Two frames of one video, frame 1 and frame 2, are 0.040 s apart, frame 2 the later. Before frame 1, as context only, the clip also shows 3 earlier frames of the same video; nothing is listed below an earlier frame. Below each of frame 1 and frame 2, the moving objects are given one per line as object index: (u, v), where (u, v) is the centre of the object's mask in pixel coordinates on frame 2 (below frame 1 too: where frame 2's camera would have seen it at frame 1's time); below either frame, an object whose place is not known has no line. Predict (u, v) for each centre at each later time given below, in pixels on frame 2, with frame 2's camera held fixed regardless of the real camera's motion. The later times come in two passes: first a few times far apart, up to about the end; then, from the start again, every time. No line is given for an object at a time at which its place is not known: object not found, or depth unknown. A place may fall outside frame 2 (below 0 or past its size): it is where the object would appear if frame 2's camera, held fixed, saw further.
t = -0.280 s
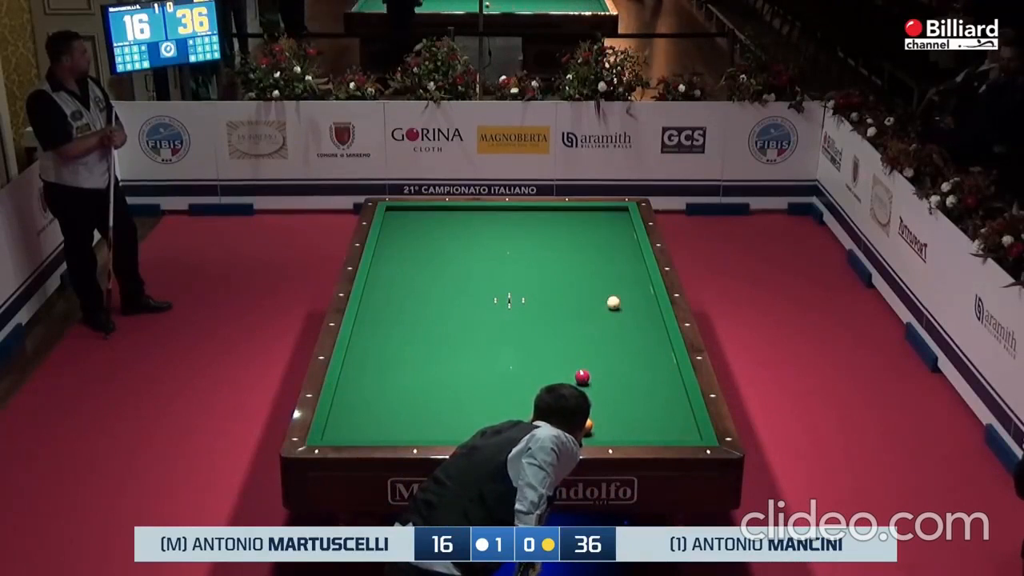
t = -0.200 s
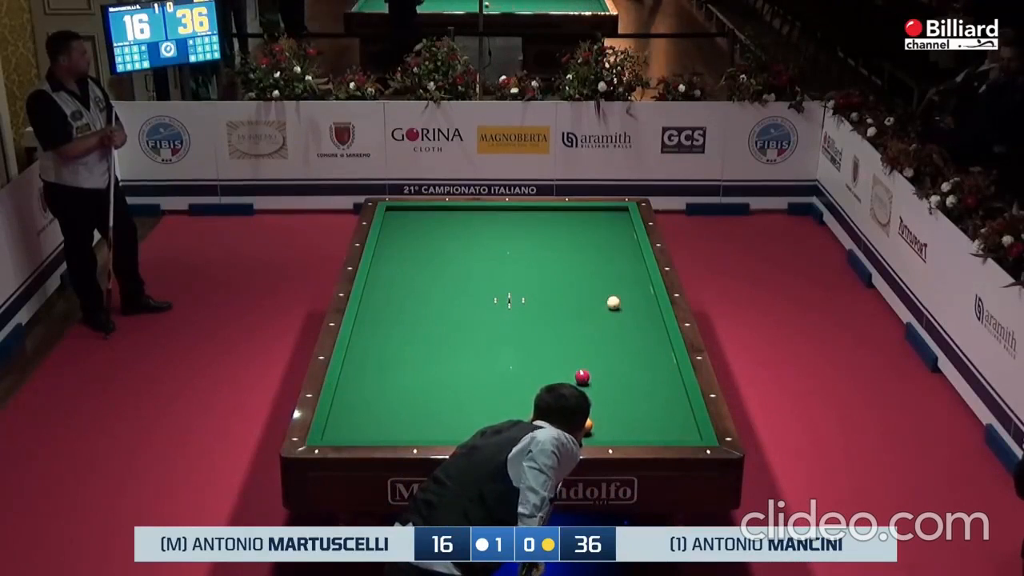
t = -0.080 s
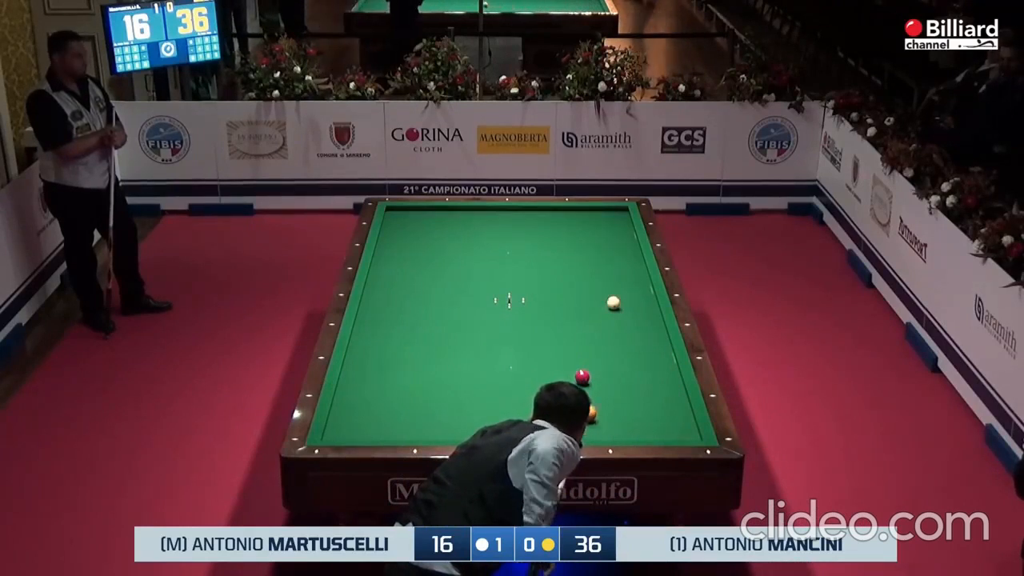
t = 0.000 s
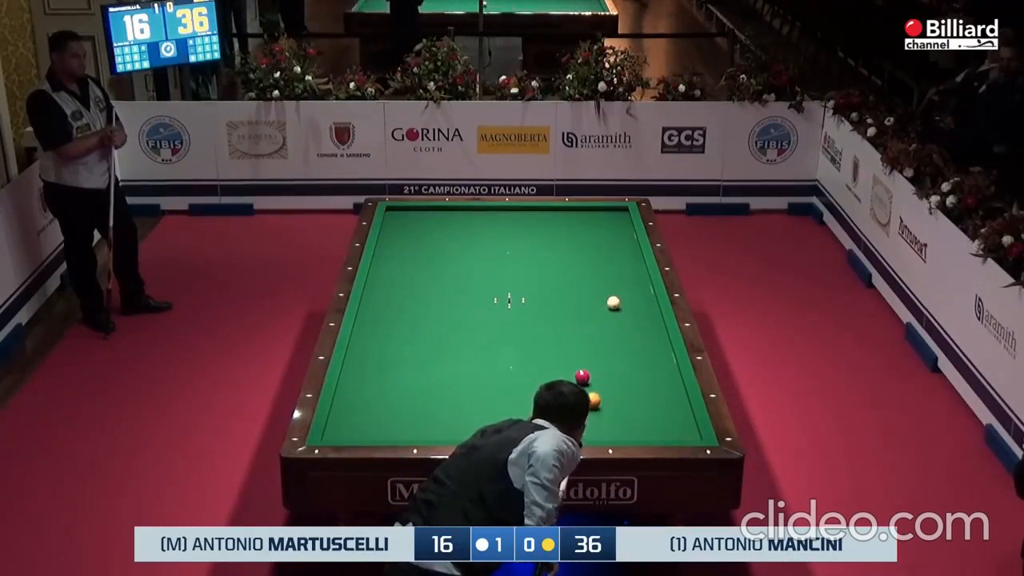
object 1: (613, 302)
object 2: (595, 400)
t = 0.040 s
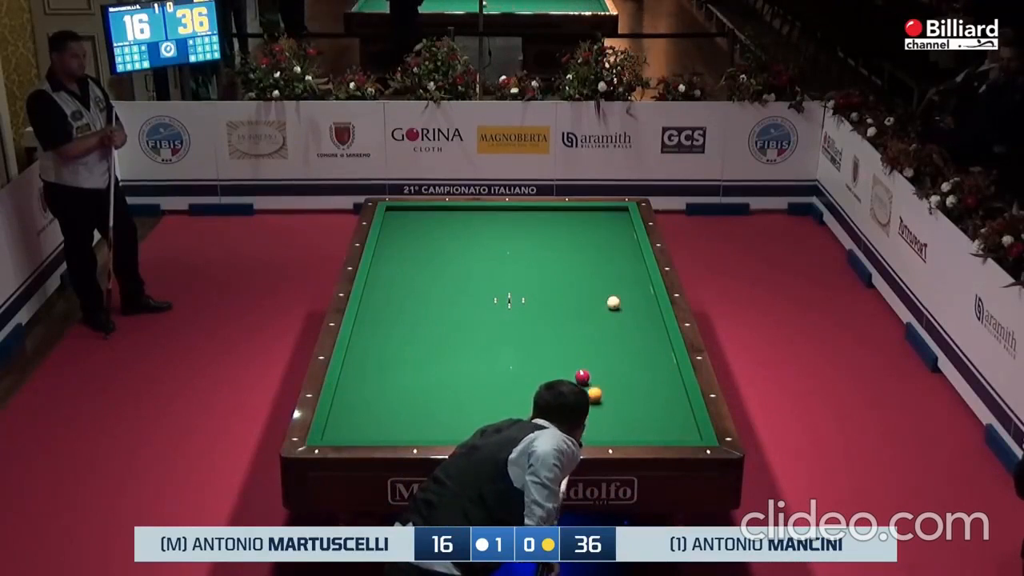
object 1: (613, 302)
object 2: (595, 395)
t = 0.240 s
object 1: (613, 302)
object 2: (600, 371)
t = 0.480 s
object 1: (613, 302)
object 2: (605, 349)
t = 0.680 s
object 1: (613, 302)
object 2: (608, 332)
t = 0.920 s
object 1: (613, 301)
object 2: (612, 313)
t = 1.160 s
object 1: (614, 292)
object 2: (615, 306)
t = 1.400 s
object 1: (616, 282)
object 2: (616, 302)
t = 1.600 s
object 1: (617, 273)
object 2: (618, 298)
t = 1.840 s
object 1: (619, 264)
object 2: (620, 294)
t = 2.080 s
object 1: (620, 255)
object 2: (621, 290)
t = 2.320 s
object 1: (621, 247)
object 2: (622, 287)
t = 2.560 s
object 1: (622, 239)
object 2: (623, 284)
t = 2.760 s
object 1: (623, 232)
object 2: (624, 281)
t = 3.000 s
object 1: (624, 225)
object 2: (624, 279)
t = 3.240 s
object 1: (625, 218)
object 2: (625, 276)
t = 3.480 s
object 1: (623, 212)
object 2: (625, 274)
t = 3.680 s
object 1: (621, 208)
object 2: (626, 272)
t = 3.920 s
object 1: (621, 212)
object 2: (626, 270)
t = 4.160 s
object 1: (621, 215)
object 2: (626, 268)
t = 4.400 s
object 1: (620, 218)
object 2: (626, 266)
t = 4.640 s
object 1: (620, 221)
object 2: (626, 265)
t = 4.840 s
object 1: (620, 224)
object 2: (627, 264)
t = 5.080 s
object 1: (620, 226)
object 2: (626, 263)
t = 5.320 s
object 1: (620, 229)
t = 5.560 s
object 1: (619, 232)
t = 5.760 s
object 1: (619, 234)
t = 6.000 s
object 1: (619, 237)
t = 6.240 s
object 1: (618, 239)
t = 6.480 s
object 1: (618, 241)
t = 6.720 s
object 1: (617, 243)
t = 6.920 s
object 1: (617, 244)
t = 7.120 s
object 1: (616, 246)
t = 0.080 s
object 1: (613, 302)
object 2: (596, 389)
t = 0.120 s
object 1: (613, 302)
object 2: (597, 384)
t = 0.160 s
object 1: (613, 302)
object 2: (598, 380)
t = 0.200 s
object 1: (613, 302)
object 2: (599, 376)
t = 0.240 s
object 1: (613, 302)
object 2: (600, 371)
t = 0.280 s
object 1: (613, 302)
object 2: (601, 367)
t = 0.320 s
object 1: (613, 302)
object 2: (602, 364)
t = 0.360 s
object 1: (613, 302)
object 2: (603, 360)
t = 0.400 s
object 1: (613, 302)
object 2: (603, 356)
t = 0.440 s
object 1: (613, 302)
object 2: (604, 352)
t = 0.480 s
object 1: (613, 302)
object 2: (605, 349)
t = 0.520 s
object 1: (613, 302)
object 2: (606, 345)
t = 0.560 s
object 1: (613, 302)
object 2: (606, 342)
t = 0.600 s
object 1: (613, 302)
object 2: (607, 338)
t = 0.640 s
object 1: (613, 302)
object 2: (608, 335)
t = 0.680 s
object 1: (613, 302)
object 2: (608, 332)
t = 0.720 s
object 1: (613, 302)
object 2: (609, 328)
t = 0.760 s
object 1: (613, 302)
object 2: (610, 325)
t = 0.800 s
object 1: (613, 302)
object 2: (610, 322)
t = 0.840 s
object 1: (613, 302)
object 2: (611, 319)
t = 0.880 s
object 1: (613, 301)
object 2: (611, 316)
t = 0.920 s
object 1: (613, 301)
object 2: (612, 313)
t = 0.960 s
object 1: (613, 301)
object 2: (613, 311)
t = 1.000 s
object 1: (613, 299)
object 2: (614, 308)
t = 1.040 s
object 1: (613, 297)
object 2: (614, 308)
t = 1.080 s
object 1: (614, 295)
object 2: (614, 307)
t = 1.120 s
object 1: (614, 293)
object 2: (614, 307)
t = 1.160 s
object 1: (614, 292)
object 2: (615, 306)
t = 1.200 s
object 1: (615, 290)
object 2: (615, 305)
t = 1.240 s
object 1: (615, 288)
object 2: (615, 304)
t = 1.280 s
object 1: (615, 287)
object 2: (615, 303)
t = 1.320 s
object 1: (615, 285)
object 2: (616, 303)
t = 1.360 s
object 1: (616, 283)
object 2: (616, 302)
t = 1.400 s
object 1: (616, 282)
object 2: (616, 302)
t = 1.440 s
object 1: (616, 280)
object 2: (617, 301)
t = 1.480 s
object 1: (617, 278)
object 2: (617, 300)
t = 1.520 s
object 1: (617, 277)
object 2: (617, 299)
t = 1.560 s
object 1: (617, 275)
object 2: (618, 298)
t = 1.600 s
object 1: (617, 273)
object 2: (618, 298)
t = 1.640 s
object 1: (617, 272)
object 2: (618, 297)
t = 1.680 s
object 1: (618, 270)
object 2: (618, 296)
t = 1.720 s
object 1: (618, 268)
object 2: (619, 296)
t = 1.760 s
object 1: (618, 267)
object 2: (619, 295)
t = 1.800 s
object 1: (618, 265)
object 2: (619, 294)
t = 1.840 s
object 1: (619, 264)
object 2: (620, 294)
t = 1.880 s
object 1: (619, 262)
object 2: (620, 293)
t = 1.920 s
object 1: (619, 261)
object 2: (620, 293)
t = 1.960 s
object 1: (620, 259)
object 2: (620, 292)
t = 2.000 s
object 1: (620, 258)
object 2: (620, 291)
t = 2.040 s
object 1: (620, 256)
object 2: (621, 291)
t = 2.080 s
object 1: (620, 255)
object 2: (621, 290)
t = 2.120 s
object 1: (620, 253)
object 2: (621, 290)
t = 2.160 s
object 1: (620, 252)
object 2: (621, 289)
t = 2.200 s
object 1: (621, 251)
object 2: (621, 289)
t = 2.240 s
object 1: (621, 249)
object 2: (622, 288)
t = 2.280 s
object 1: (621, 248)
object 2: (622, 288)
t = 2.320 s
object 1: (621, 247)
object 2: (622, 287)
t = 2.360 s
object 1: (621, 245)
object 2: (622, 286)
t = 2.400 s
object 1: (621, 244)
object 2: (622, 286)
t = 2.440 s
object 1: (622, 242)
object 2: (622, 285)
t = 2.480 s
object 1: (622, 241)
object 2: (623, 285)
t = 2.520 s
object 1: (622, 240)
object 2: (623, 285)
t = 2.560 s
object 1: (622, 239)
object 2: (623, 284)
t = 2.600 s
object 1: (622, 237)
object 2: (623, 283)
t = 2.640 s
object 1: (622, 236)
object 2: (623, 283)
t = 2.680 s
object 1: (623, 235)
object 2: (623, 282)
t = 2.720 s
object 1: (623, 234)
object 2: (624, 282)
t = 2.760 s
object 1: (623, 232)
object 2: (624, 281)
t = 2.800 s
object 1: (623, 231)
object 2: (624, 281)
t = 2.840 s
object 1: (623, 230)
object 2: (624, 280)
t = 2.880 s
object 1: (623, 229)
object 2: (624, 280)
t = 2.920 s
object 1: (624, 227)
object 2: (624, 279)
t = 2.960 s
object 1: (624, 226)
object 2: (624, 279)
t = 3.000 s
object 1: (624, 225)
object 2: (624, 279)
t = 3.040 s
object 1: (624, 224)
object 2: (624, 278)
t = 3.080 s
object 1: (624, 223)
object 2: (624, 278)
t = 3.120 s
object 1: (624, 222)
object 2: (625, 277)
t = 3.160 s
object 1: (625, 220)
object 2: (625, 277)
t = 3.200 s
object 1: (625, 219)
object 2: (625, 276)
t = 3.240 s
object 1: (625, 218)
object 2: (625, 276)
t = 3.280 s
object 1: (625, 217)
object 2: (625, 276)
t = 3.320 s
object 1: (625, 216)
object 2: (625, 275)
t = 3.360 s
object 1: (625, 215)
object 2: (625, 275)
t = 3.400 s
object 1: (624, 214)
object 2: (625, 274)
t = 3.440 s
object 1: (624, 213)
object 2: (625, 274)
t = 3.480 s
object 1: (623, 212)
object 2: (625, 274)
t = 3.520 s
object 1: (623, 211)
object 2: (625, 273)
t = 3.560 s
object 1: (622, 210)
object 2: (625, 273)
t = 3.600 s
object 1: (622, 209)
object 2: (626, 272)
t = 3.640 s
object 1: (621, 208)
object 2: (626, 272)
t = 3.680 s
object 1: (621, 208)
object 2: (626, 272)
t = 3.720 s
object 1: (621, 209)
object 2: (626, 271)
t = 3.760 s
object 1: (621, 210)
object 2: (626, 271)
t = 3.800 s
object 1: (621, 210)
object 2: (626, 271)
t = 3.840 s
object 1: (621, 211)
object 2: (626, 270)
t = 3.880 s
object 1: (621, 211)
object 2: (626, 270)
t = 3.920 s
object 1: (621, 212)
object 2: (626, 270)
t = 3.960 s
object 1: (621, 212)
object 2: (626, 269)
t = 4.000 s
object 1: (621, 212)
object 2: (626, 269)
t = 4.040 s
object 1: (621, 213)
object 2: (626, 269)
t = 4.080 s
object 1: (621, 214)
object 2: (626, 269)
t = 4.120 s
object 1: (621, 214)
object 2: (626, 268)
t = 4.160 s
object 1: (621, 215)
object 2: (626, 268)
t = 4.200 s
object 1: (621, 215)
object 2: (626, 268)
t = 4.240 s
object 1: (621, 216)
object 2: (626, 267)
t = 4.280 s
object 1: (621, 216)
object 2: (626, 267)
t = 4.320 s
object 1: (621, 217)
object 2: (626, 267)
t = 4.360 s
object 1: (621, 217)
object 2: (626, 267)
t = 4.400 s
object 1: (620, 218)
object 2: (626, 266)
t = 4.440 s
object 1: (621, 219)
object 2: (626, 266)
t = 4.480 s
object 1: (620, 219)
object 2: (626, 266)
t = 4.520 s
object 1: (620, 219)
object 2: (626, 266)
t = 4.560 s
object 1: (620, 220)
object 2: (626, 265)
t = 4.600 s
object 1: (620, 221)
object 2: (626, 265)
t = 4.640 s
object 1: (620, 221)
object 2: (626, 265)
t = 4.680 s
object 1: (620, 222)
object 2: (626, 264)
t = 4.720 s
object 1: (620, 222)
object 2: (626, 264)
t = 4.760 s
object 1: (620, 223)
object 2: (626, 264)
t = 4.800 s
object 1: (620, 223)
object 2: (626, 264)
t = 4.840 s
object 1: (620, 224)
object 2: (627, 264)
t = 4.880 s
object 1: (620, 224)
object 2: (627, 263)
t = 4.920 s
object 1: (620, 225)
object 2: (626, 263)
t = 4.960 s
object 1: (620, 225)
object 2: (627, 263)
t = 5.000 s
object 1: (620, 226)
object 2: (627, 263)
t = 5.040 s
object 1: (620, 226)
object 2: (626, 263)
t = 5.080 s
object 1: (620, 226)
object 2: (626, 263)
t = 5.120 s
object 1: (620, 227)
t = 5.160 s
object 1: (620, 227)
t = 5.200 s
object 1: (620, 228)
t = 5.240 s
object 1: (620, 228)
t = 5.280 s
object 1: (620, 229)
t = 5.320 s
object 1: (620, 229)
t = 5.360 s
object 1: (620, 230)
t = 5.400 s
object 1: (620, 230)
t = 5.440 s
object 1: (620, 231)
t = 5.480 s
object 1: (620, 231)
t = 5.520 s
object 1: (619, 232)
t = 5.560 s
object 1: (619, 232)
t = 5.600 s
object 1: (619, 232)
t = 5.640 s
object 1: (619, 233)
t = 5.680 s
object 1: (619, 233)
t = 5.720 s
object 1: (619, 234)
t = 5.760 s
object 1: (619, 234)
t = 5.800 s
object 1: (619, 235)
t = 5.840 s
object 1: (619, 235)
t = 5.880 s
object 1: (619, 235)
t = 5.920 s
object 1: (618, 236)
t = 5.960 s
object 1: (619, 236)
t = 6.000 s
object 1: (619, 237)
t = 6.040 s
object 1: (619, 237)
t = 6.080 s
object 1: (618, 237)
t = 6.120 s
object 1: (618, 238)
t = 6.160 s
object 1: (618, 238)
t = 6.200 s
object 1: (618, 238)
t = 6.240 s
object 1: (618, 239)
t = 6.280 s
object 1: (618, 239)
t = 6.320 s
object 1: (618, 240)
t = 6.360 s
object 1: (618, 240)
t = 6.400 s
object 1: (618, 240)
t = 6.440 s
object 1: (618, 241)
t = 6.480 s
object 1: (618, 241)
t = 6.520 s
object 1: (618, 241)
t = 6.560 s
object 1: (618, 242)
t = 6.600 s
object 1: (618, 242)
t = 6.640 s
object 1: (618, 242)
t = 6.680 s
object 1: (617, 243)
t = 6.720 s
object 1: (617, 243)
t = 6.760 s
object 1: (617, 243)
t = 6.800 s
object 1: (617, 243)
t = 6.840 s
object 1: (617, 244)
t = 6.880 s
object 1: (617, 244)
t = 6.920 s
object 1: (617, 244)
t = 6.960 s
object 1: (617, 245)
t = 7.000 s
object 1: (617, 245)
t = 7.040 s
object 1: (617, 245)
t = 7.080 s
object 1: (617, 245)
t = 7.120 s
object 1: (616, 246)
